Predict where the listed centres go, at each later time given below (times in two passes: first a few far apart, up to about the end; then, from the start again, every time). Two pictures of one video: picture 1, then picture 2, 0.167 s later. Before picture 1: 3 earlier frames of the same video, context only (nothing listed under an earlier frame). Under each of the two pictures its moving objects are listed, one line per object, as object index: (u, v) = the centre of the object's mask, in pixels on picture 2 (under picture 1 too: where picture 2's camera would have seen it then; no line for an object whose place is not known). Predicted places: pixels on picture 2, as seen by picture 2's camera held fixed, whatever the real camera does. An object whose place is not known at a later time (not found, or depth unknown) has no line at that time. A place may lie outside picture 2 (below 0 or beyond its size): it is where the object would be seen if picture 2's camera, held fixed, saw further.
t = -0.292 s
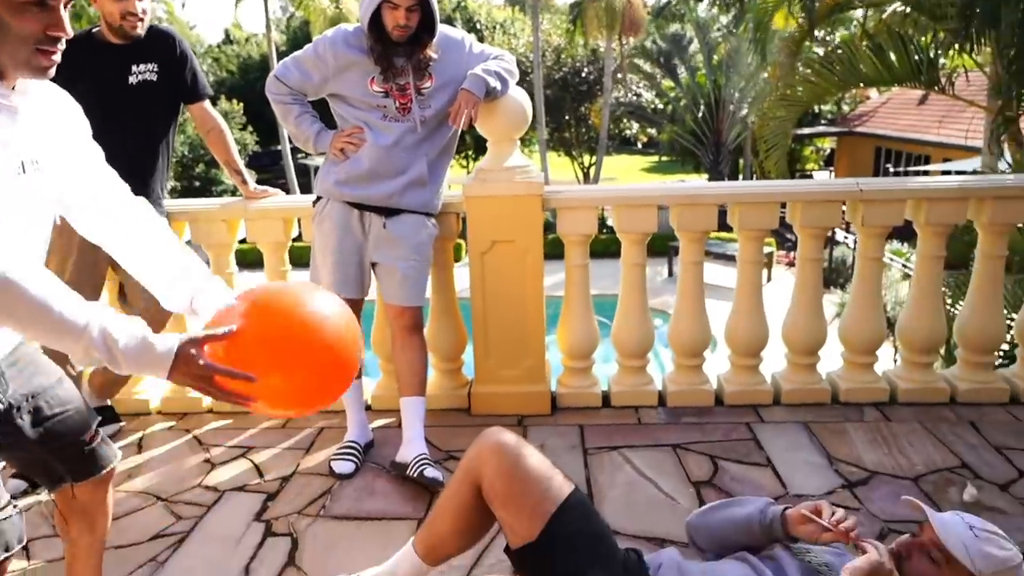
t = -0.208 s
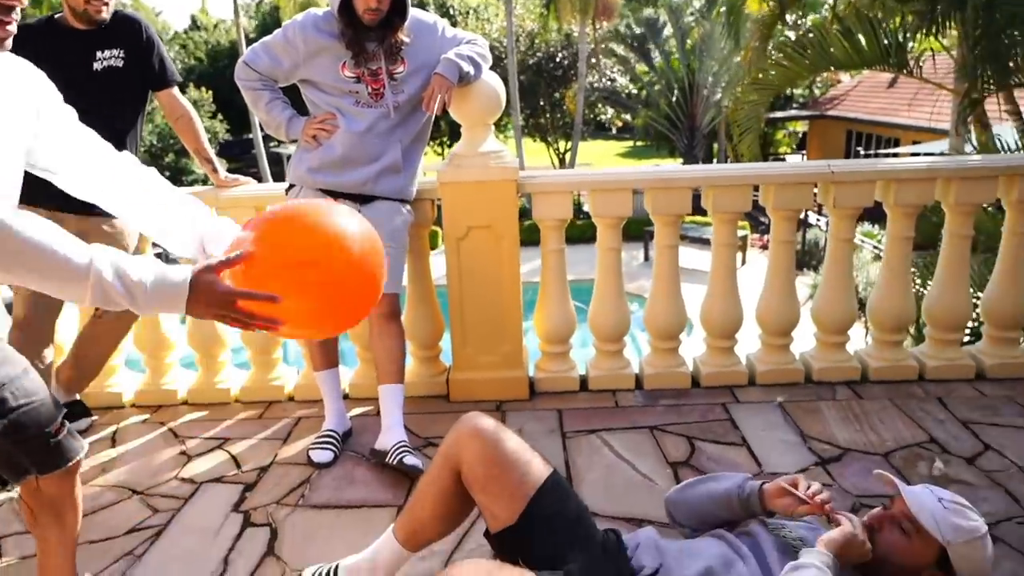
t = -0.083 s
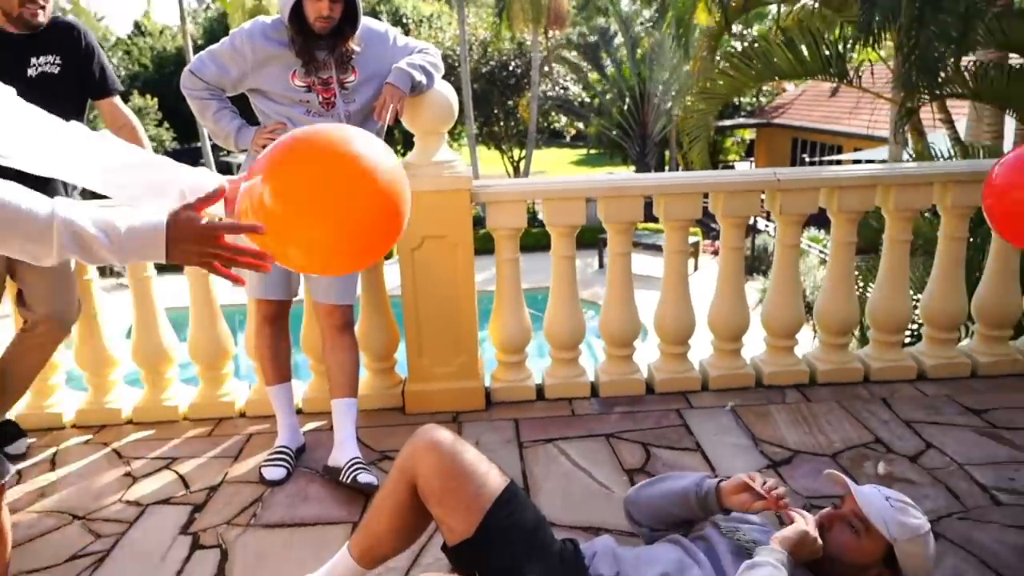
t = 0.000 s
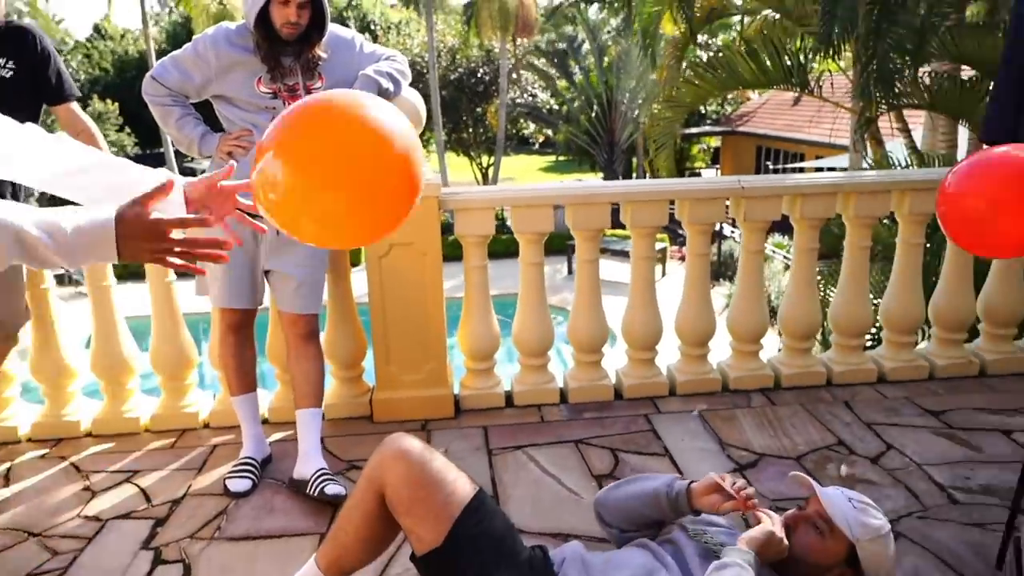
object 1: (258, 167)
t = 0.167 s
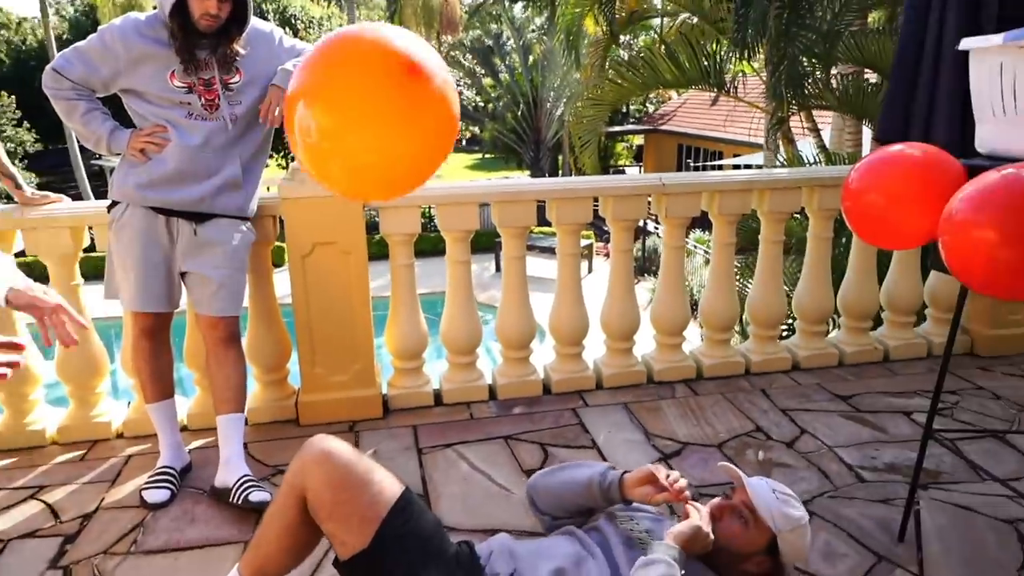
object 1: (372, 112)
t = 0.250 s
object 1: (416, 105)
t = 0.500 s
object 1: (544, 161)
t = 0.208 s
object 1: (394, 107)
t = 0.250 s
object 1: (416, 105)
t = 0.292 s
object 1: (436, 106)
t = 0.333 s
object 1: (456, 112)
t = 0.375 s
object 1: (477, 120)
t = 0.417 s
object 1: (498, 131)
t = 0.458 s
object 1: (520, 145)
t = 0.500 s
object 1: (544, 161)
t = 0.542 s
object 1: (576, 187)
